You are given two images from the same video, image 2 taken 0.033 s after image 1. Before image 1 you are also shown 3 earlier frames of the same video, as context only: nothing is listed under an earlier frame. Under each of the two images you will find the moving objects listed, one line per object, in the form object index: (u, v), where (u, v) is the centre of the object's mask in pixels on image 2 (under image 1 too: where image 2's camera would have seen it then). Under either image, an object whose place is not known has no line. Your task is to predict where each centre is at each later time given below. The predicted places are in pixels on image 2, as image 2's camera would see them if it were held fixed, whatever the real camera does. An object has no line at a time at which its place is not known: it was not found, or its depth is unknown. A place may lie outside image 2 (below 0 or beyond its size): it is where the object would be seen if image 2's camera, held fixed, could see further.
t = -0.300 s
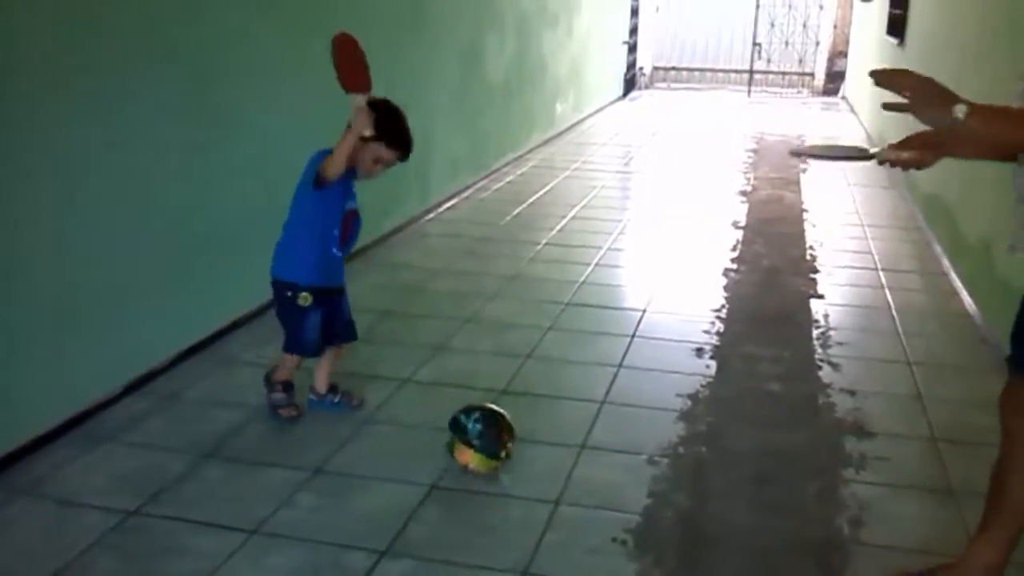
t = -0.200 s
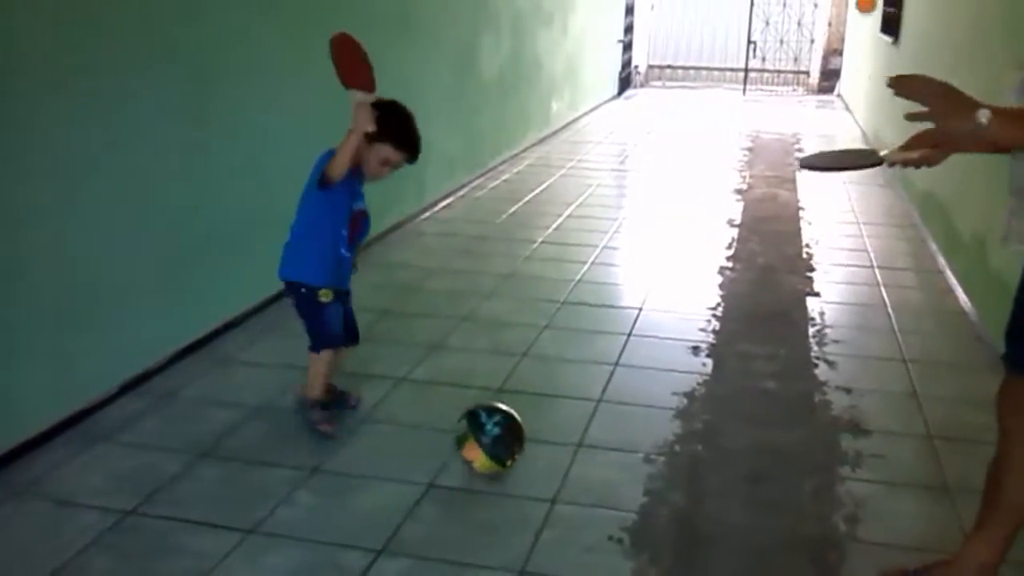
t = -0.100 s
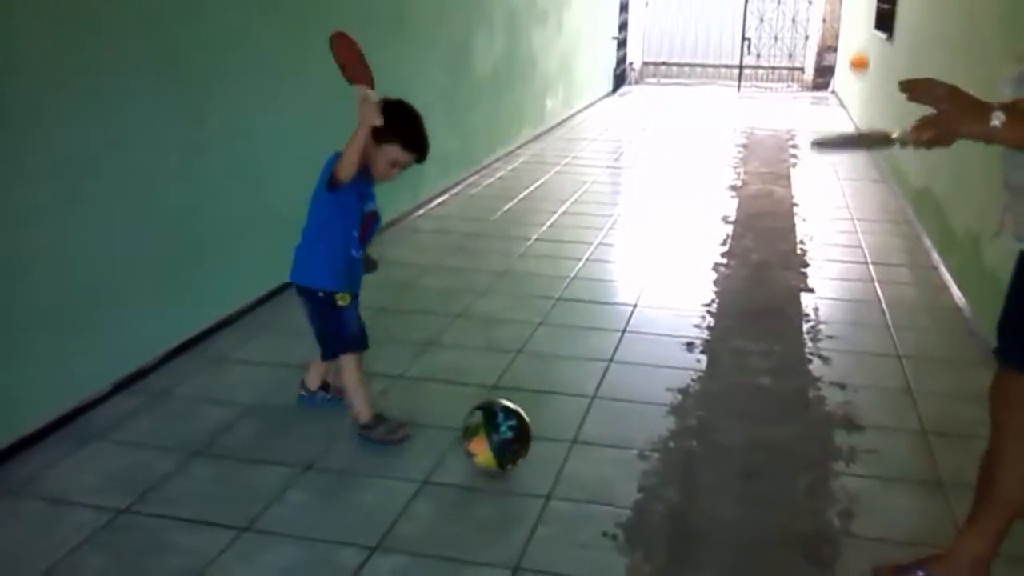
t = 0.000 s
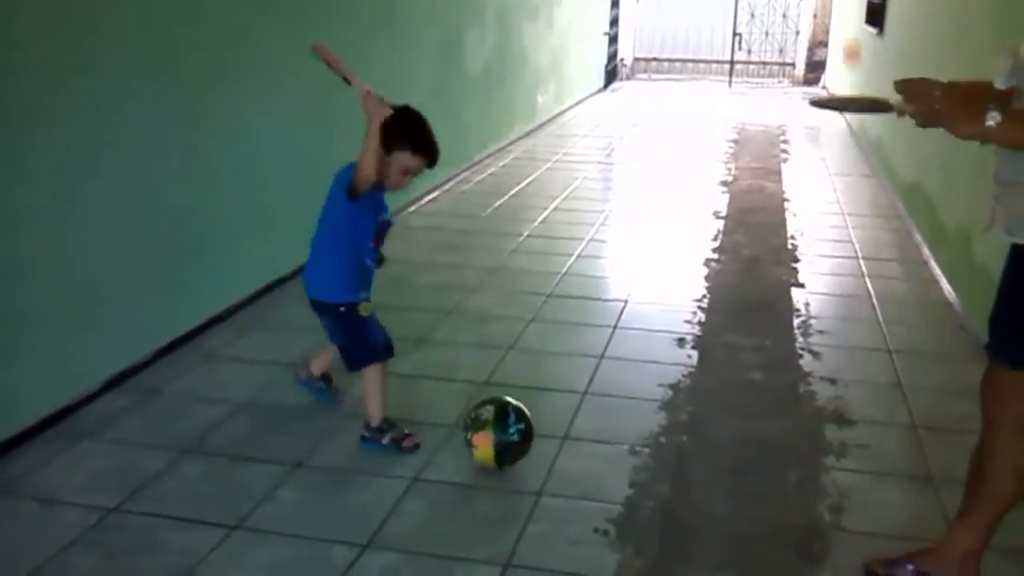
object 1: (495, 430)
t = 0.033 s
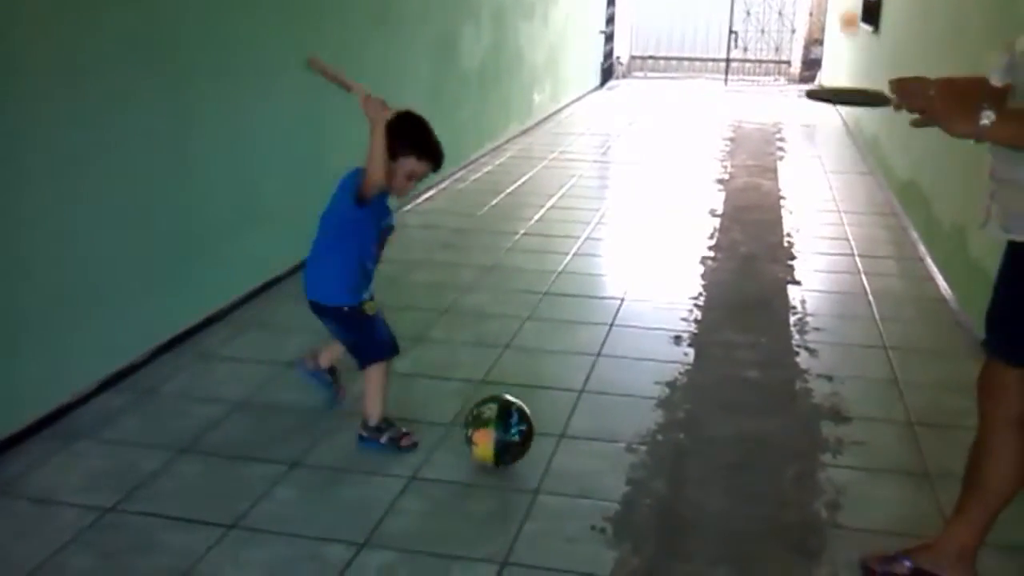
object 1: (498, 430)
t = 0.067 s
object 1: (502, 431)
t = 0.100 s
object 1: (505, 431)
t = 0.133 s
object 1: (509, 432)
